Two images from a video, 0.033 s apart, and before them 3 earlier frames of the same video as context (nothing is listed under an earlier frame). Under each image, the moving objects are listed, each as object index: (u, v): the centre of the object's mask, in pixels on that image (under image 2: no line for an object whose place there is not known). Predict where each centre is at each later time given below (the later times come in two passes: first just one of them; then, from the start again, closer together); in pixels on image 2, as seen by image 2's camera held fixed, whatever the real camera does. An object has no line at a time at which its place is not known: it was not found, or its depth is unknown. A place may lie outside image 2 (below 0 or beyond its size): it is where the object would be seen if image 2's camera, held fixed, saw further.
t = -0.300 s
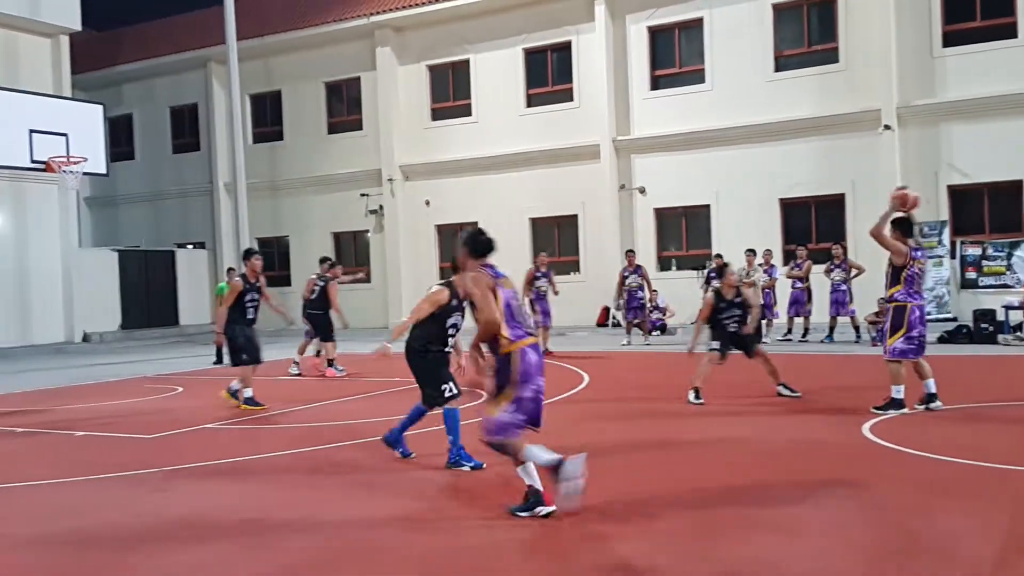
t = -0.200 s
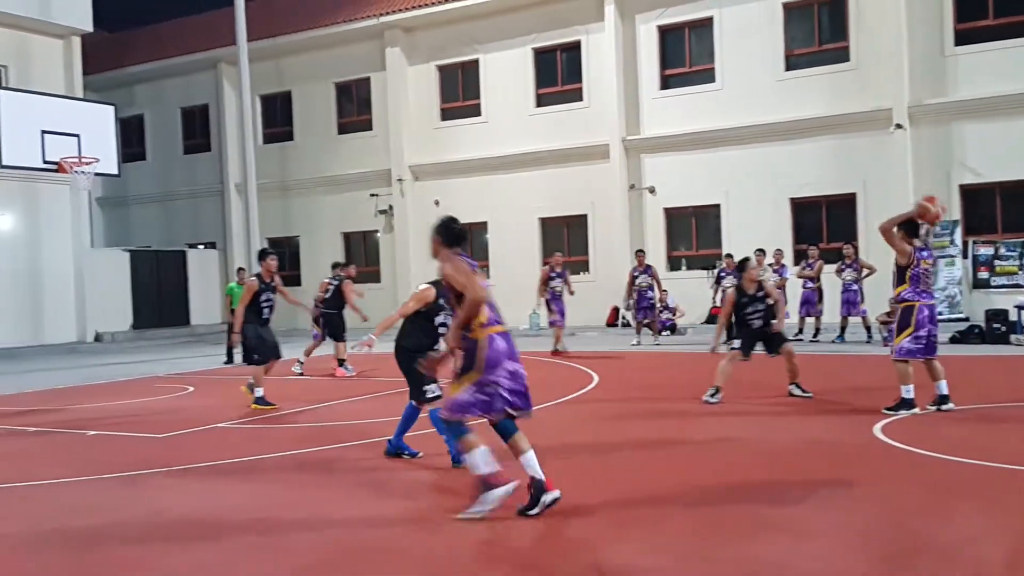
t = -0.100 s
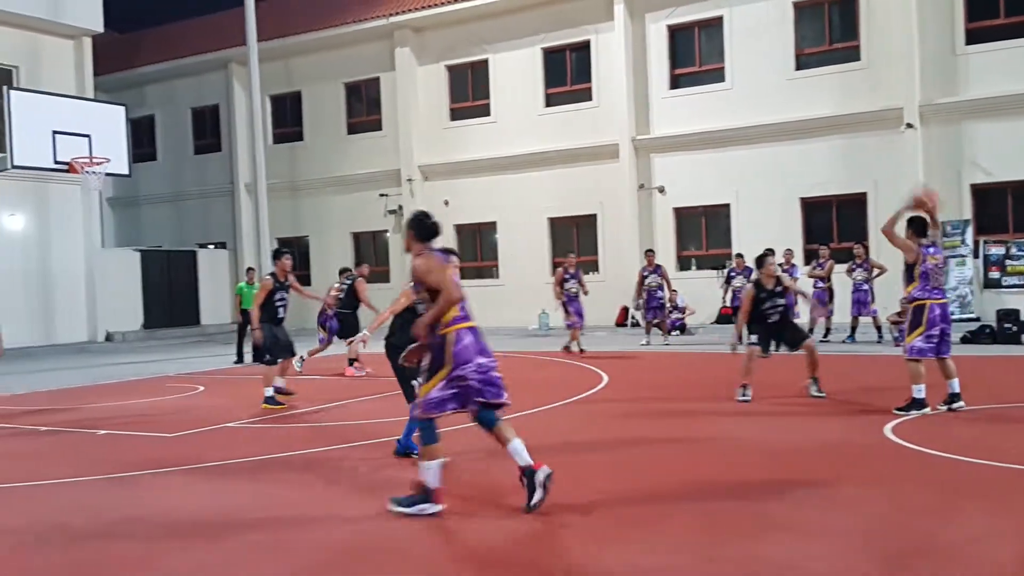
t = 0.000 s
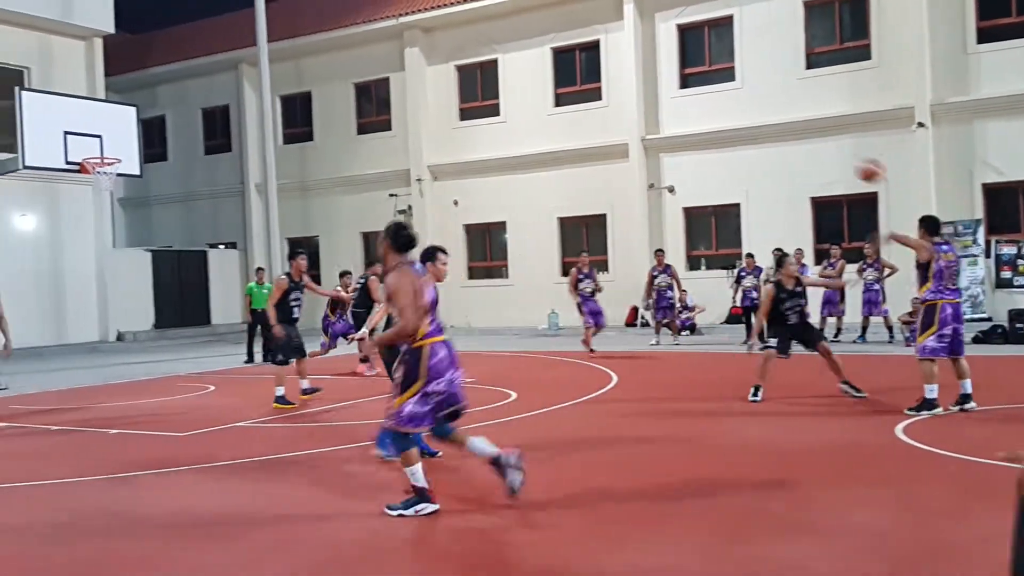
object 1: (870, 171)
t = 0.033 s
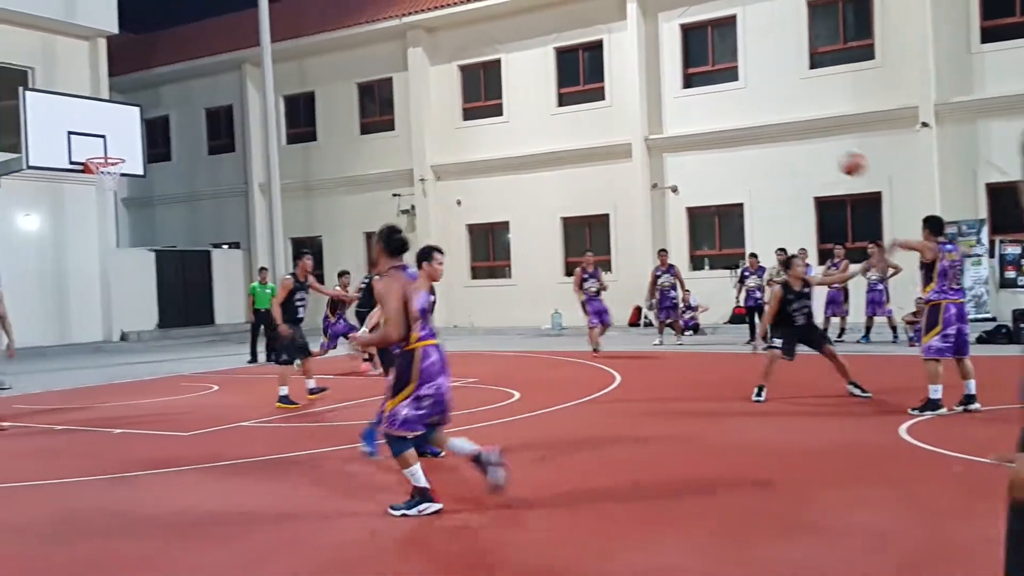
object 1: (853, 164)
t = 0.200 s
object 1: (766, 154)
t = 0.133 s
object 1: (798, 155)
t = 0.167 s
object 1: (781, 154)
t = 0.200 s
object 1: (766, 154)
